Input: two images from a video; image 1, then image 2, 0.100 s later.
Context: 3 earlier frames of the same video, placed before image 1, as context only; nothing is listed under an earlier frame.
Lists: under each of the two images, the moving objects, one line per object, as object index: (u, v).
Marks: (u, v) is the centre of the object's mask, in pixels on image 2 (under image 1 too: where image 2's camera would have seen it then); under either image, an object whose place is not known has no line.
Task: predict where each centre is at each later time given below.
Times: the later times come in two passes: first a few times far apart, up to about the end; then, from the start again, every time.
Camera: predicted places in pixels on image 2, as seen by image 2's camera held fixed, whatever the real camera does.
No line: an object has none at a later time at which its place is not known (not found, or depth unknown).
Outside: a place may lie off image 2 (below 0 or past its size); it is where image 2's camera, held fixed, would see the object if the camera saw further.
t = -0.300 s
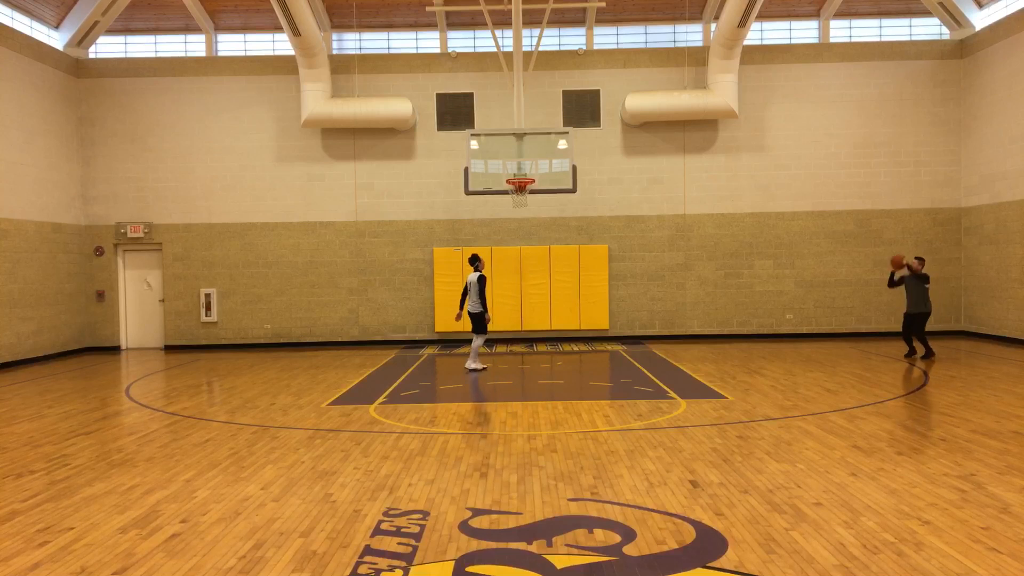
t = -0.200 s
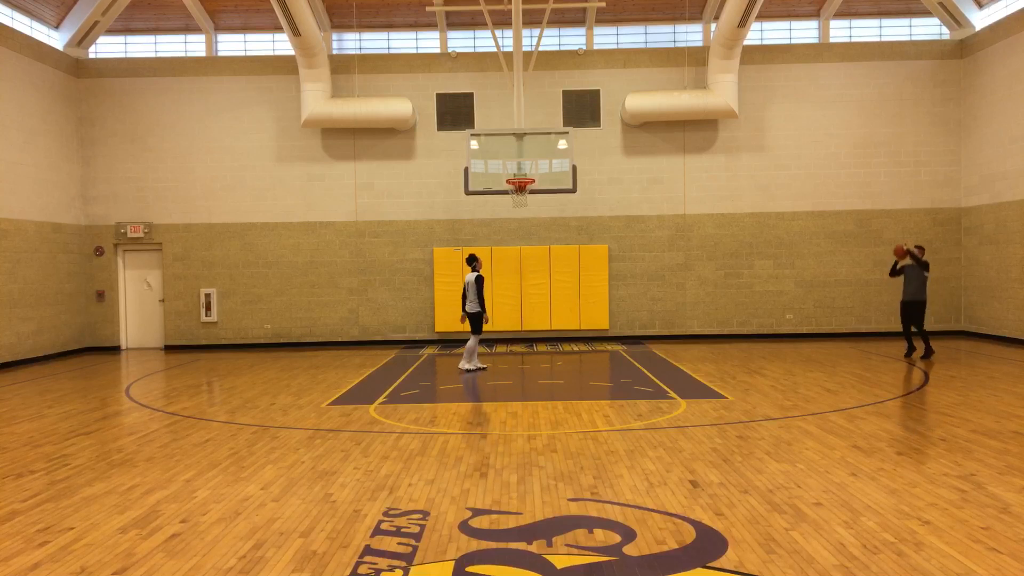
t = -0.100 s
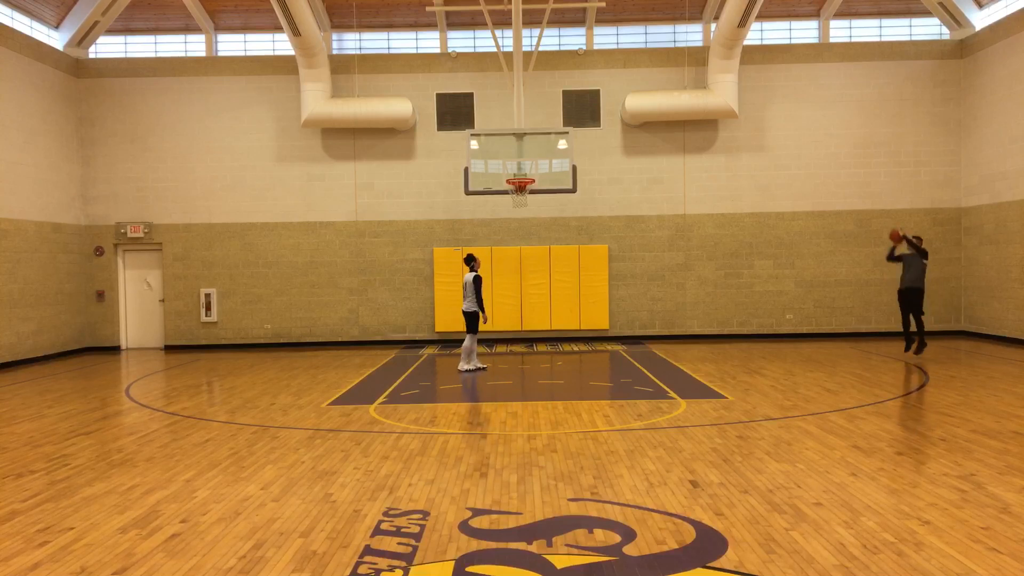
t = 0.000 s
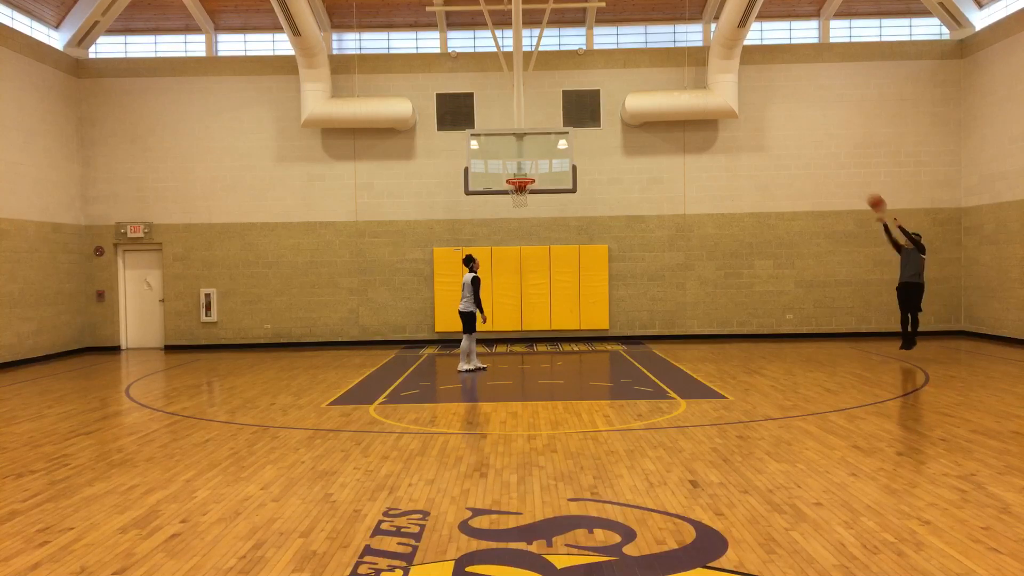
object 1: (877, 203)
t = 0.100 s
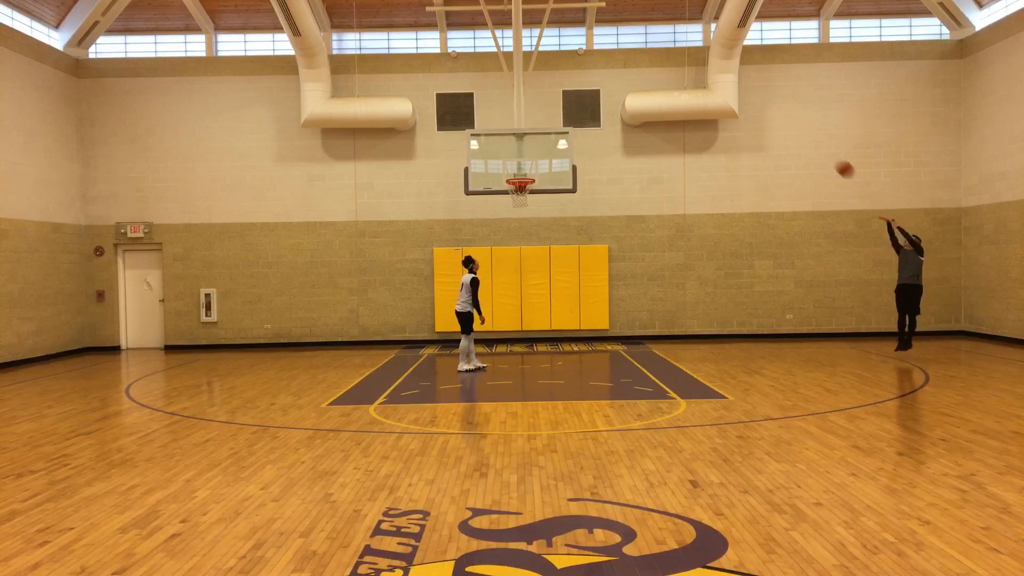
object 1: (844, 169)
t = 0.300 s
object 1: (782, 118)
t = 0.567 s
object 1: (701, 88)
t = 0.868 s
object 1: (612, 105)
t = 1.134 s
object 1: (535, 162)
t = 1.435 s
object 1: (501, 209)
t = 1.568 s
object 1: (496, 232)
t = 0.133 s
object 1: (834, 159)
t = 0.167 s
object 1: (823, 149)
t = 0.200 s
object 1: (813, 141)
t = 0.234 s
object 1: (802, 132)
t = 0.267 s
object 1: (792, 125)
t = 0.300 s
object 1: (782, 118)
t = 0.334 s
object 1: (771, 112)
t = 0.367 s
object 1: (761, 107)
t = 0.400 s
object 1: (751, 102)
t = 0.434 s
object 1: (741, 98)
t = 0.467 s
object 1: (731, 95)
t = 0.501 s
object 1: (721, 92)
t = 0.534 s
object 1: (710, 90)
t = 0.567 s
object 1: (701, 88)
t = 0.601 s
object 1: (691, 88)
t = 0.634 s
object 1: (681, 88)
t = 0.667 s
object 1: (671, 88)
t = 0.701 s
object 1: (661, 89)
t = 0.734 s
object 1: (651, 91)
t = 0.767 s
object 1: (640, 94)
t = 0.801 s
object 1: (631, 97)
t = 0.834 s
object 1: (620, 101)
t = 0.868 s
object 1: (612, 105)
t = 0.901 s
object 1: (602, 110)
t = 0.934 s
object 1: (592, 115)
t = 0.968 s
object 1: (582, 122)
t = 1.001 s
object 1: (573, 129)
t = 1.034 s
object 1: (564, 136)
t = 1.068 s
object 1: (554, 145)
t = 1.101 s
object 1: (545, 153)
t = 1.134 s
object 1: (535, 162)
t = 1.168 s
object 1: (527, 171)
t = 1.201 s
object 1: (521, 186)
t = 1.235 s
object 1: (509, 192)
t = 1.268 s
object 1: (506, 195)
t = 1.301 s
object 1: (506, 196)
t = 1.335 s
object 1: (505, 198)
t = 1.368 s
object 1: (503, 201)
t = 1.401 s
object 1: (502, 205)
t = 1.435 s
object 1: (501, 209)
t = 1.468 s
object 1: (500, 214)
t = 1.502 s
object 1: (498, 219)
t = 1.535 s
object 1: (497, 225)
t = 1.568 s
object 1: (496, 232)
